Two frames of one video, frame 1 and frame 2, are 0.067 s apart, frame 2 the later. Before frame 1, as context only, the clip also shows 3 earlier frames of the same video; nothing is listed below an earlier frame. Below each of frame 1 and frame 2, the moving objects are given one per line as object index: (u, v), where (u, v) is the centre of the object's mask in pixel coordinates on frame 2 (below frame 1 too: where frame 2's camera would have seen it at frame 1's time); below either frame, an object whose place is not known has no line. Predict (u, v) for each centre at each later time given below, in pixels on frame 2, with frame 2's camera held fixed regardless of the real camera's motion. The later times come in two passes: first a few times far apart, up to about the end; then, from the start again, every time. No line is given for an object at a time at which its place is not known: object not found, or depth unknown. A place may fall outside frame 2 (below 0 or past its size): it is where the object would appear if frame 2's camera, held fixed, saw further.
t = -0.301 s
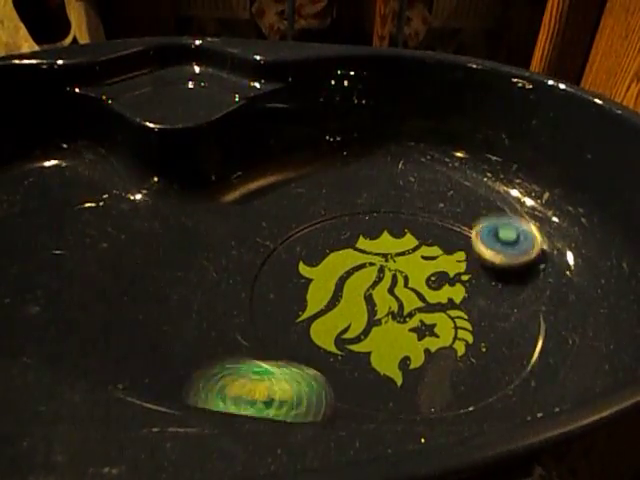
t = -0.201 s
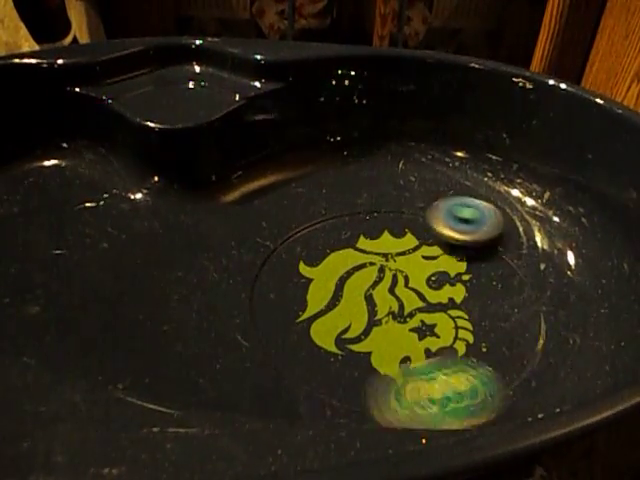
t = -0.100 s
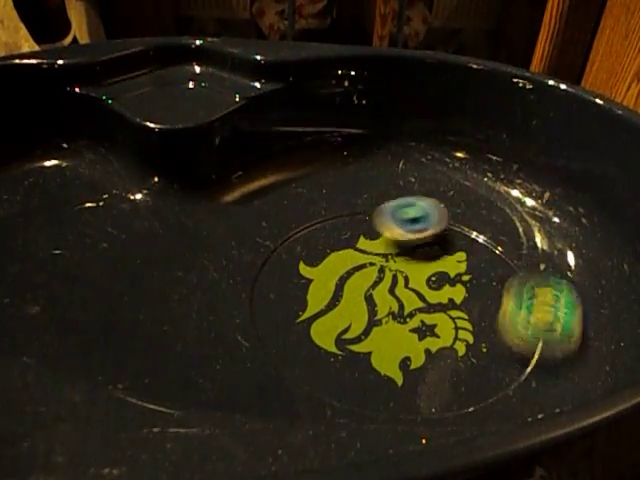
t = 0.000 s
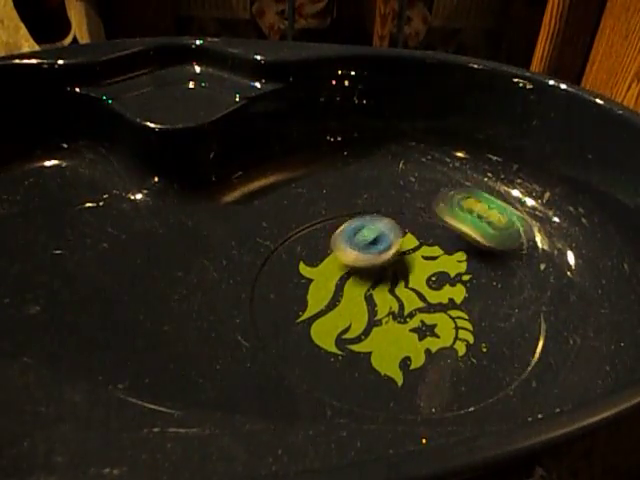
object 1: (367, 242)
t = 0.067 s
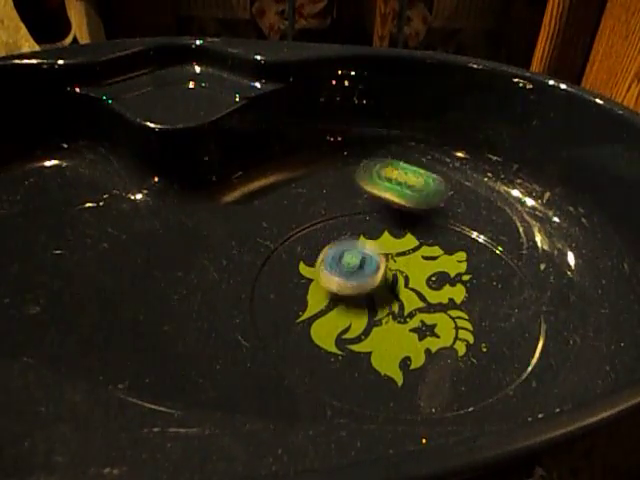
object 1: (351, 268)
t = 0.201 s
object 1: (371, 331)
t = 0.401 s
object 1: (499, 372)
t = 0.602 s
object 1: (522, 281)
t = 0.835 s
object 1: (388, 247)
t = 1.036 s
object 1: (296, 300)
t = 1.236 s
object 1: (363, 385)
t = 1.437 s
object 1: (483, 351)
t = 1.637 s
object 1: (429, 268)
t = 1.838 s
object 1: (309, 244)
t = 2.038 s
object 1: (241, 298)
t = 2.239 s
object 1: (253, 341)
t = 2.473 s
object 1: (372, 355)
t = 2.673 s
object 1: (417, 285)
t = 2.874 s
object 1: (367, 224)
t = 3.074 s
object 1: (294, 225)
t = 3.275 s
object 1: (272, 273)
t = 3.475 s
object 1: (324, 303)
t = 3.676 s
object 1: (387, 309)
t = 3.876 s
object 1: (384, 352)
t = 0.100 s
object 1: (349, 282)
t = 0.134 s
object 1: (352, 299)
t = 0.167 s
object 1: (359, 316)
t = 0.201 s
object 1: (371, 331)
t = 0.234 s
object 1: (383, 344)
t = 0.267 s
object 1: (402, 354)
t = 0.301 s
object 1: (424, 365)
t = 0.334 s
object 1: (450, 372)
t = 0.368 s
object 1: (474, 376)
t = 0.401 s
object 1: (499, 372)
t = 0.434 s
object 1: (517, 359)
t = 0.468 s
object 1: (529, 341)
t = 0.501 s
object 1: (535, 323)
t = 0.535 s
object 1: (536, 309)
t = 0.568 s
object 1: (531, 294)
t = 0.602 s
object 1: (522, 281)
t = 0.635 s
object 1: (508, 270)
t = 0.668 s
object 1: (491, 260)
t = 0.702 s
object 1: (473, 253)
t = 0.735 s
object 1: (452, 248)
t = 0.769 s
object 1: (432, 247)
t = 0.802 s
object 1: (410, 245)
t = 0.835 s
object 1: (388, 247)
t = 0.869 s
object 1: (367, 251)
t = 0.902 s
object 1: (349, 258)
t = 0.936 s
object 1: (331, 266)
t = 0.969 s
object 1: (318, 276)
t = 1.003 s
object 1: (305, 287)
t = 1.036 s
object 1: (296, 300)
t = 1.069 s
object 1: (291, 314)
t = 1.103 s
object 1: (289, 329)
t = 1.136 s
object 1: (289, 345)
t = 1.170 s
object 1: (301, 360)
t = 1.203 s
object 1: (328, 375)
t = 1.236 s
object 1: (363, 385)
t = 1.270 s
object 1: (396, 389)
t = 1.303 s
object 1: (421, 389)
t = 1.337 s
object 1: (443, 384)
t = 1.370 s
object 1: (460, 376)
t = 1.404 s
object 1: (474, 365)
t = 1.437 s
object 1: (483, 351)
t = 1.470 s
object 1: (486, 334)
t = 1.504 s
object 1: (484, 321)
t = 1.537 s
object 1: (475, 305)
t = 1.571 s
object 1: (464, 292)
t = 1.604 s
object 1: (450, 280)
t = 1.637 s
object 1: (429, 268)
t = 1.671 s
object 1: (412, 260)
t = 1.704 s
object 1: (389, 252)
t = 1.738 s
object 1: (367, 247)
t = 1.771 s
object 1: (348, 245)
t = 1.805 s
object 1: (329, 244)
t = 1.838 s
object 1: (309, 244)
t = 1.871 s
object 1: (290, 246)
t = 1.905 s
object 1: (272, 251)
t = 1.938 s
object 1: (259, 258)
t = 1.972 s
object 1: (250, 271)
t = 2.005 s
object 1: (246, 285)
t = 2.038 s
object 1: (241, 298)
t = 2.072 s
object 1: (237, 308)
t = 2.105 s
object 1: (236, 317)
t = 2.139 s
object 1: (237, 324)
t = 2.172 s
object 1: (240, 330)
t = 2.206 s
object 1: (245, 336)
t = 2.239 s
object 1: (253, 341)
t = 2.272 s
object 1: (263, 347)
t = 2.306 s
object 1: (277, 353)
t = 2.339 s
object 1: (296, 359)
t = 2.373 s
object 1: (316, 365)
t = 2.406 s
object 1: (335, 366)
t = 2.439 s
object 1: (355, 362)
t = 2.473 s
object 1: (372, 355)
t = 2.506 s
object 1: (386, 345)
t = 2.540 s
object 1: (399, 335)
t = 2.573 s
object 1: (408, 324)
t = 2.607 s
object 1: (415, 311)
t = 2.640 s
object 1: (418, 298)
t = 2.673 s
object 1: (417, 285)
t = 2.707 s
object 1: (414, 275)
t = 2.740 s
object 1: (407, 263)
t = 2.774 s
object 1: (398, 249)
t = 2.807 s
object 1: (388, 240)
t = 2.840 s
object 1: (378, 232)
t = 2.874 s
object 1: (367, 224)
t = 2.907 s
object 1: (354, 217)
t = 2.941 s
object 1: (342, 213)
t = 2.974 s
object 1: (329, 209)
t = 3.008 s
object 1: (317, 207)
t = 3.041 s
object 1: (305, 215)
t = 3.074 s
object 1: (294, 225)
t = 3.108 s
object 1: (285, 234)
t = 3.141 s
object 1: (278, 242)
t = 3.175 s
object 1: (274, 250)
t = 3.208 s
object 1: (271, 258)
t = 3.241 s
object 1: (270, 265)
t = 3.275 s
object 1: (272, 273)
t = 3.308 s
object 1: (276, 279)
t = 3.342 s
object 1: (282, 285)
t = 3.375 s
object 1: (291, 291)
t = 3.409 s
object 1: (301, 295)
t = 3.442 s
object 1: (311, 299)
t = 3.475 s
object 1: (324, 303)
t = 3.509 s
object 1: (337, 303)
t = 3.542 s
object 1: (352, 305)
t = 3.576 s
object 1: (365, 303)
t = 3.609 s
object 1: (379, 301)
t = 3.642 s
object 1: (392, 299)
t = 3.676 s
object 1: (387, 309)
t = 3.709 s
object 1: (374, 322)
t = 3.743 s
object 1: (368, 333)
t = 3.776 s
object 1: (366, 341)
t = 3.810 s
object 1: (369, 346)
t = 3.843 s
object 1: (376, 350)
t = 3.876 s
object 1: (384, 352)
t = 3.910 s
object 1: (393, 352)
